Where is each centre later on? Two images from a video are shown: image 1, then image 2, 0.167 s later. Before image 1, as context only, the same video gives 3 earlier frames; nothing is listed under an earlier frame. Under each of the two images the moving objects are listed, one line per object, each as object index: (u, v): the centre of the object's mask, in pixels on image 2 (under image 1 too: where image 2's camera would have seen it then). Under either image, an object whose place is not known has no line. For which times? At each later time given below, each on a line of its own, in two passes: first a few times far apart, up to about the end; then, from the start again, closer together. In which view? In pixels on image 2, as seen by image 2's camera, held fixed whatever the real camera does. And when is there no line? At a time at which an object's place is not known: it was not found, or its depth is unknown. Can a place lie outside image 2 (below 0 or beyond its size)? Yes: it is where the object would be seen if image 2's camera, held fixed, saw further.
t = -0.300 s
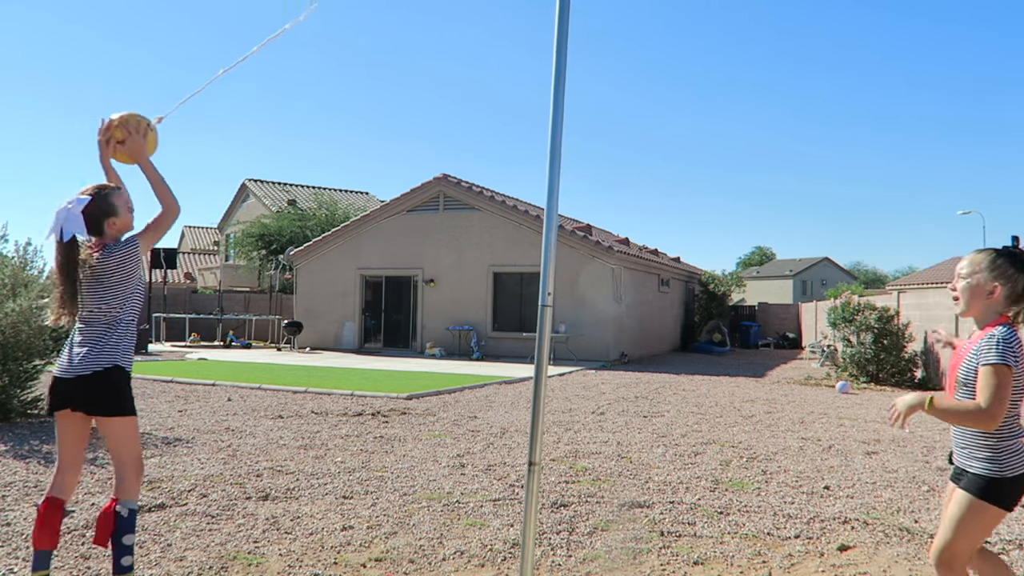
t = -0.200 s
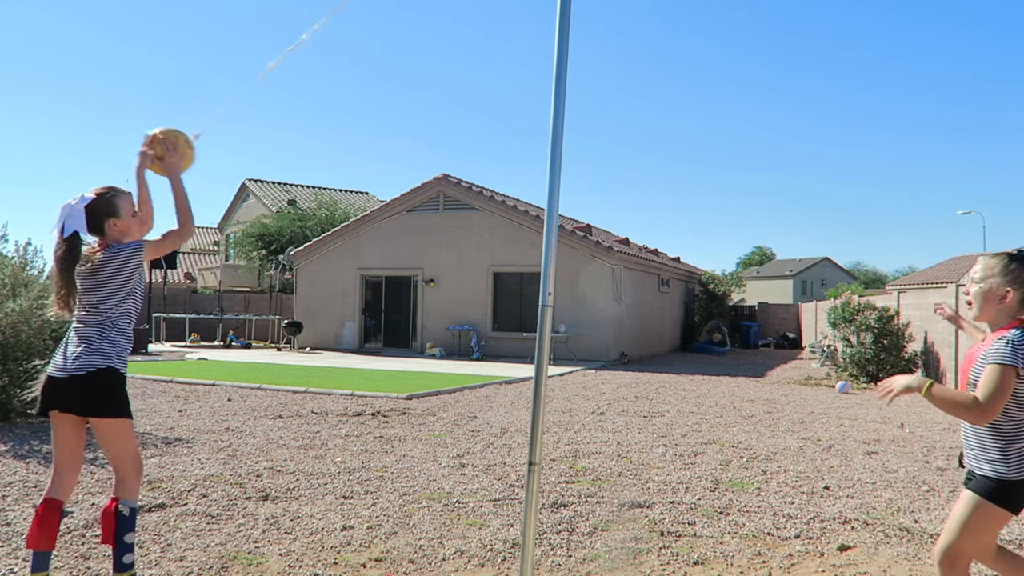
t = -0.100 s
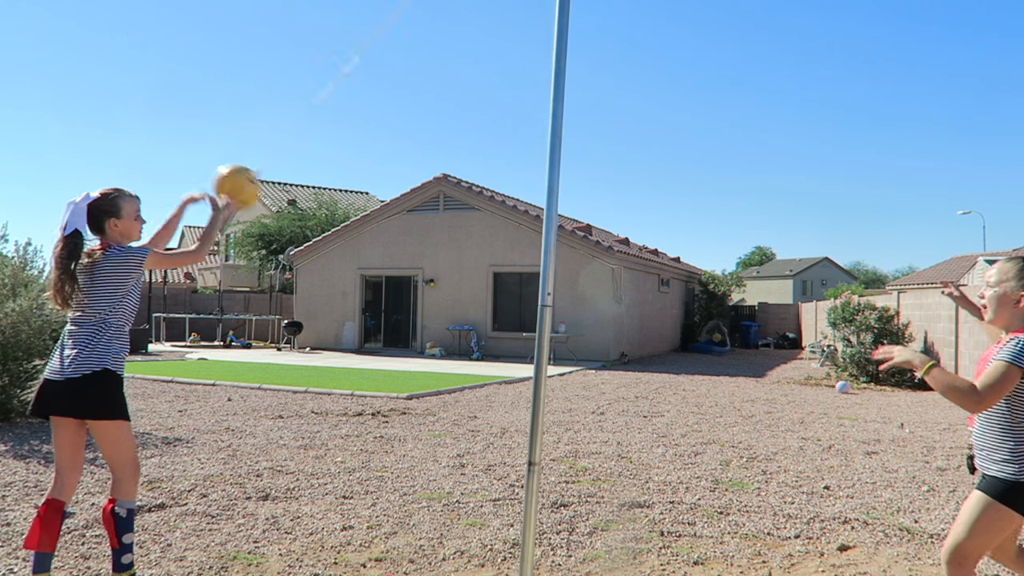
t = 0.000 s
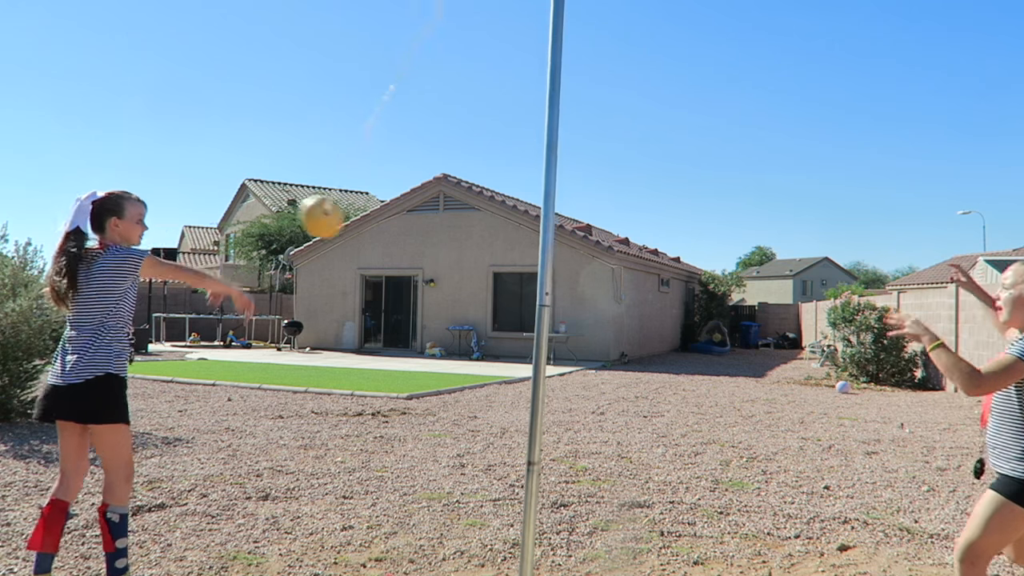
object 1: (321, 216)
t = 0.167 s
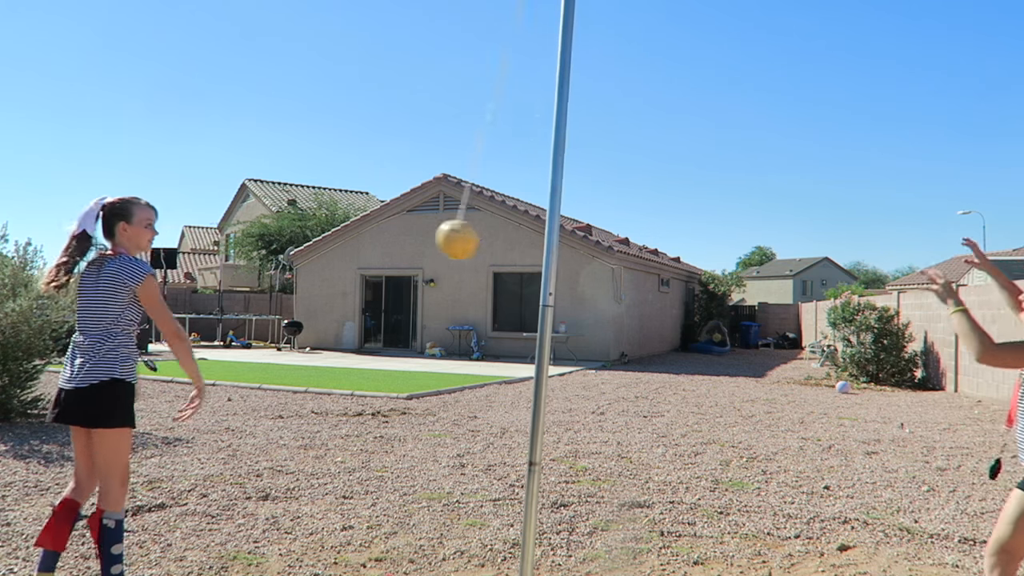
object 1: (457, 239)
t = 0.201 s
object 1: (484, 241)
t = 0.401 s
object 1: (643, 239)
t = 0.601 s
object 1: (800, 202)
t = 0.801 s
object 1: (960, 132)
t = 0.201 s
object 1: (484, 241)
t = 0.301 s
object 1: (572, 244)
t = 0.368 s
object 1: (617, 241)
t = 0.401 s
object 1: (643, 239)
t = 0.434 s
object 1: (670, 235)
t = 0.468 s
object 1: (695, 230)
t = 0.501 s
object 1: (722, 225)
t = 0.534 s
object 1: (747, 218)
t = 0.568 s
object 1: (773, 211)
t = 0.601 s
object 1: (800, 202)
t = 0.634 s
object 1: (827, 193)
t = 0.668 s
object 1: (853, 183)
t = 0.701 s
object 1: (880, 172)
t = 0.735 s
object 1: (907, 160)
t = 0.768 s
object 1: (934, 146)
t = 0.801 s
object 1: (960, 132)
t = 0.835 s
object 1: (988, 117)
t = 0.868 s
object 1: (1007, 101)
